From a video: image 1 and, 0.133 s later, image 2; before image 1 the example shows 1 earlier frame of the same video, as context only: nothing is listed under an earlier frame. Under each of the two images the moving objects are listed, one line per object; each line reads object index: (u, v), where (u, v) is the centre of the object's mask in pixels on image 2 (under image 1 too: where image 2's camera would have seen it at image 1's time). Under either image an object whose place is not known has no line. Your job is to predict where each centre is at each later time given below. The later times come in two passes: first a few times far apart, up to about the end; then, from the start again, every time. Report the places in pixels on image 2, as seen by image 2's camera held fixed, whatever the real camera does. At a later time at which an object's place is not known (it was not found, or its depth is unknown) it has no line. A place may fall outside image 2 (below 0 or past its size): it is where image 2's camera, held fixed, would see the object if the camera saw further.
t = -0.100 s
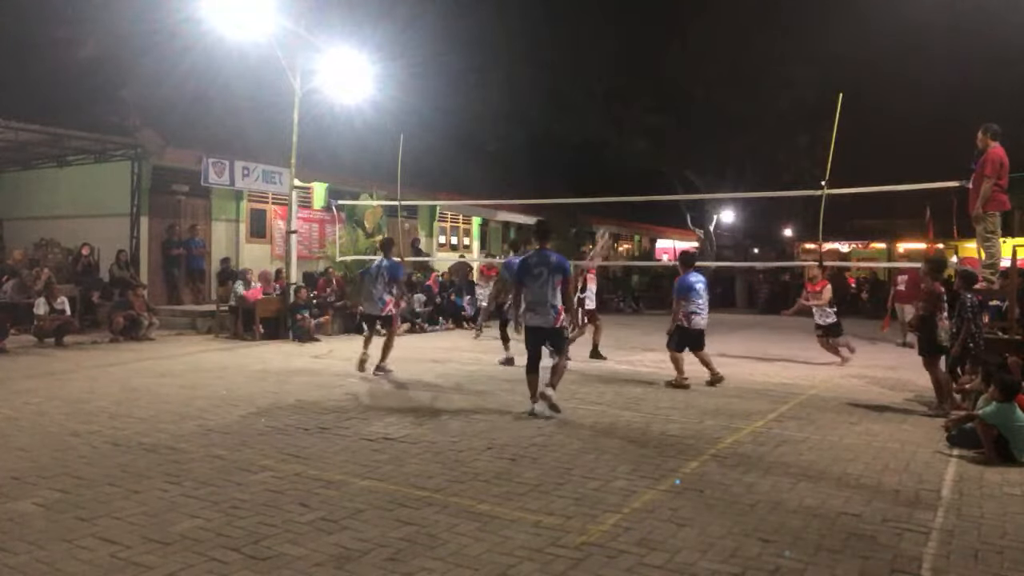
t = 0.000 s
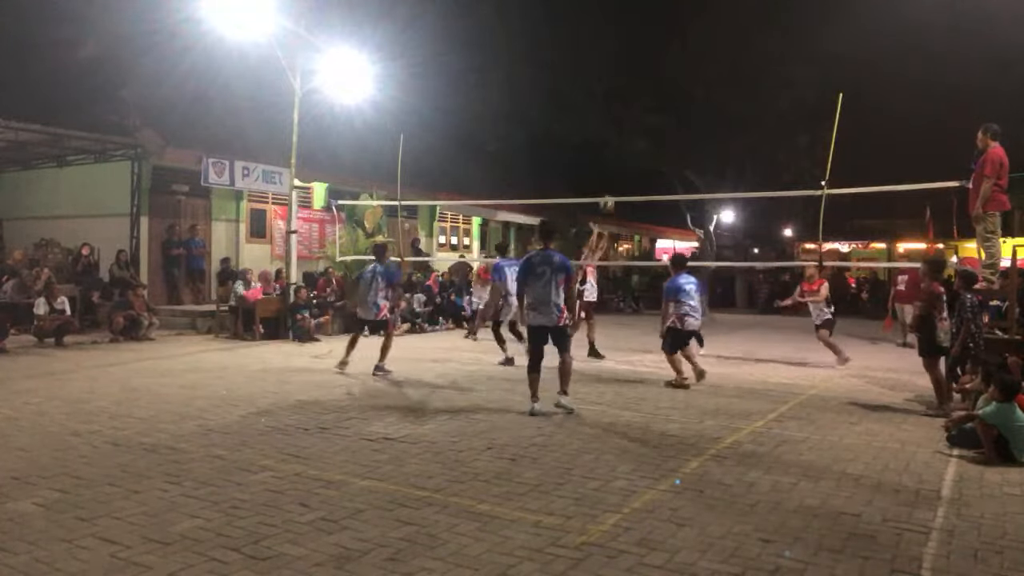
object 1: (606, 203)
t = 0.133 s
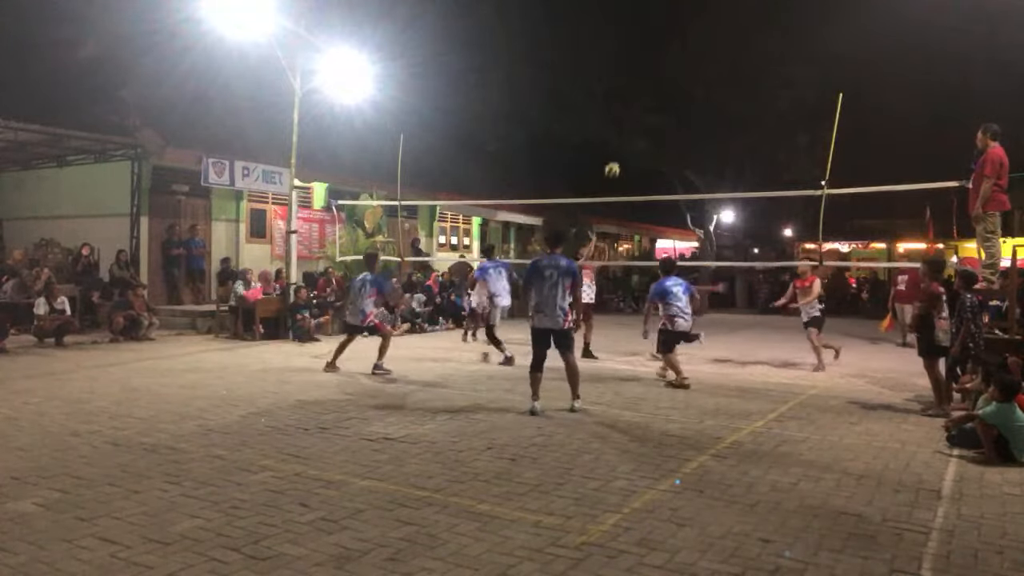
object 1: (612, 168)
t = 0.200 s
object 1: (615, 155)
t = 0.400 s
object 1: (620, 135)
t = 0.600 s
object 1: (630, 144)
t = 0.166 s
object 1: (613, 161)
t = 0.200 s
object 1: (615, 155)
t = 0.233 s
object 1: (616, 151)
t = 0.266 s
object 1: (616, 144)
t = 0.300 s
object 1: (617, 140)
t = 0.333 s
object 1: (617, 137)
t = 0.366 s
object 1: (619, 135)
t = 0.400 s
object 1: (620, 135)
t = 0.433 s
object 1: (621, 134)
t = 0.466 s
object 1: (623, 134)
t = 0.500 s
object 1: (627, 136)
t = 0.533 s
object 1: (628, 138)
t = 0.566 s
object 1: (629, 140)
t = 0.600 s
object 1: (630, 144)
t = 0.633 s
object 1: (632, 147)
